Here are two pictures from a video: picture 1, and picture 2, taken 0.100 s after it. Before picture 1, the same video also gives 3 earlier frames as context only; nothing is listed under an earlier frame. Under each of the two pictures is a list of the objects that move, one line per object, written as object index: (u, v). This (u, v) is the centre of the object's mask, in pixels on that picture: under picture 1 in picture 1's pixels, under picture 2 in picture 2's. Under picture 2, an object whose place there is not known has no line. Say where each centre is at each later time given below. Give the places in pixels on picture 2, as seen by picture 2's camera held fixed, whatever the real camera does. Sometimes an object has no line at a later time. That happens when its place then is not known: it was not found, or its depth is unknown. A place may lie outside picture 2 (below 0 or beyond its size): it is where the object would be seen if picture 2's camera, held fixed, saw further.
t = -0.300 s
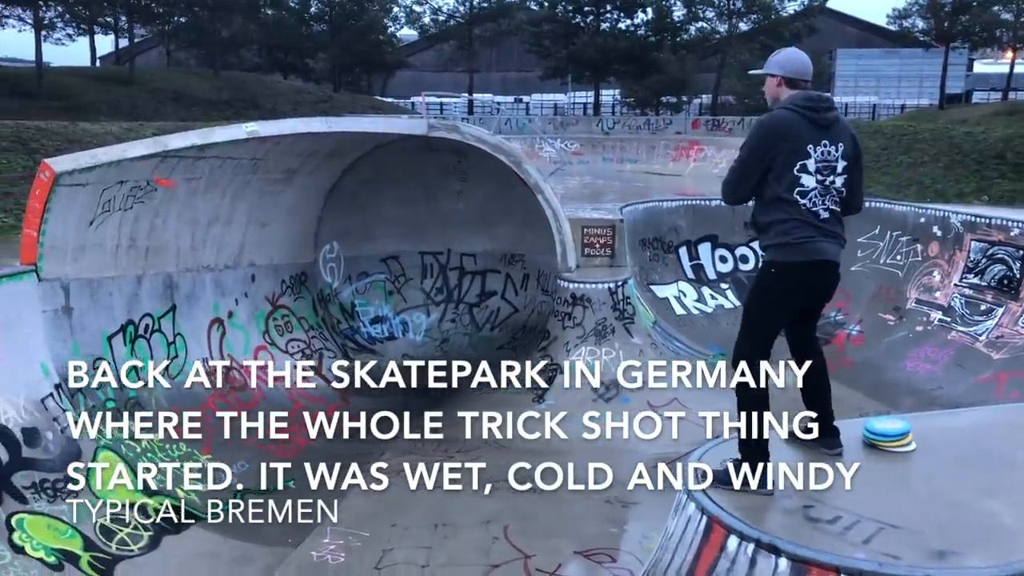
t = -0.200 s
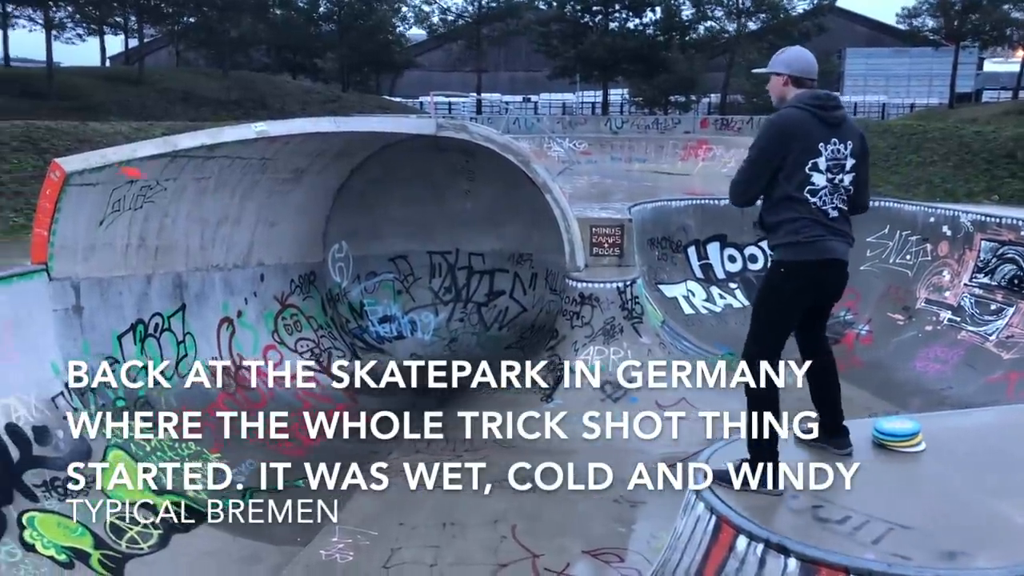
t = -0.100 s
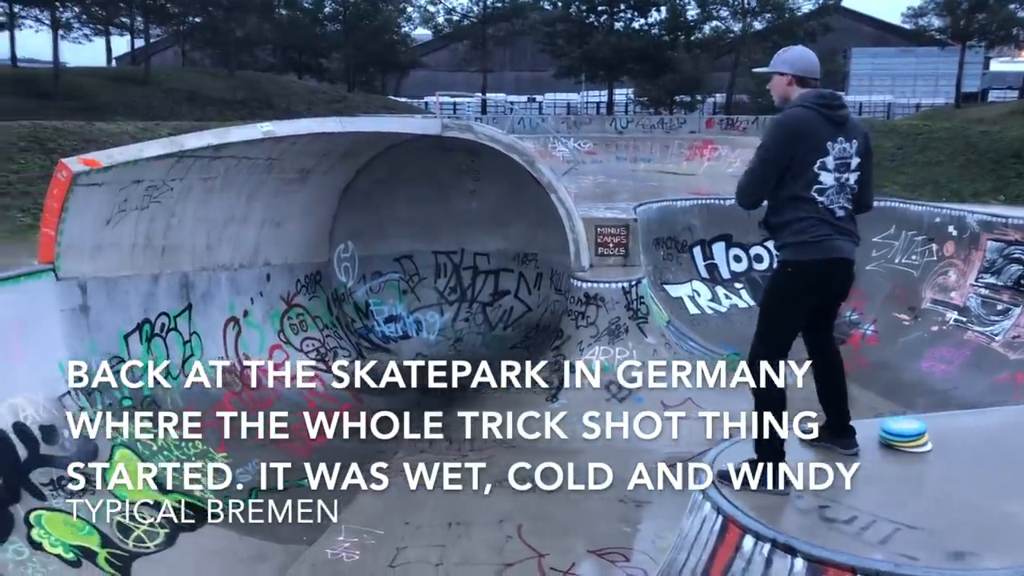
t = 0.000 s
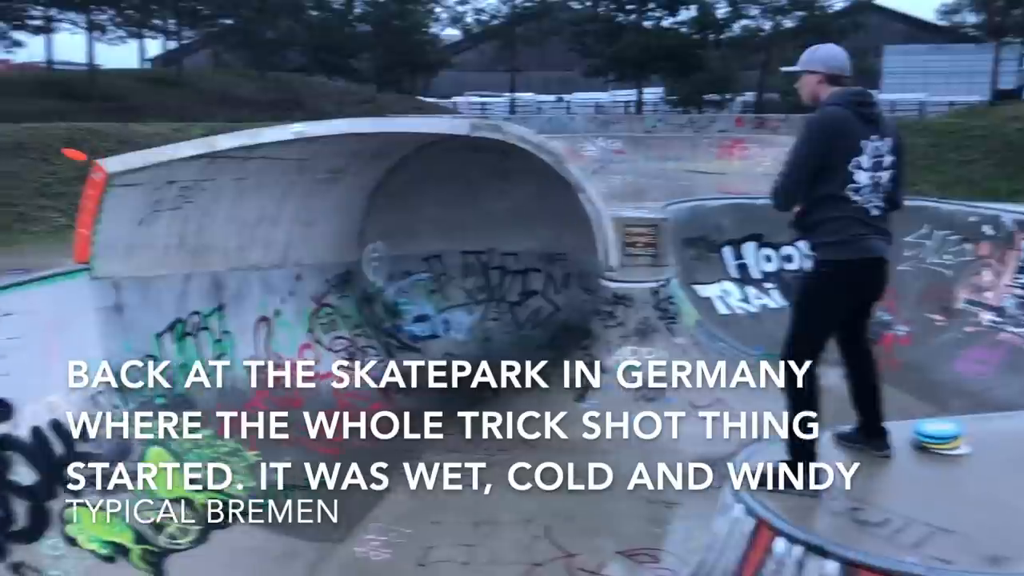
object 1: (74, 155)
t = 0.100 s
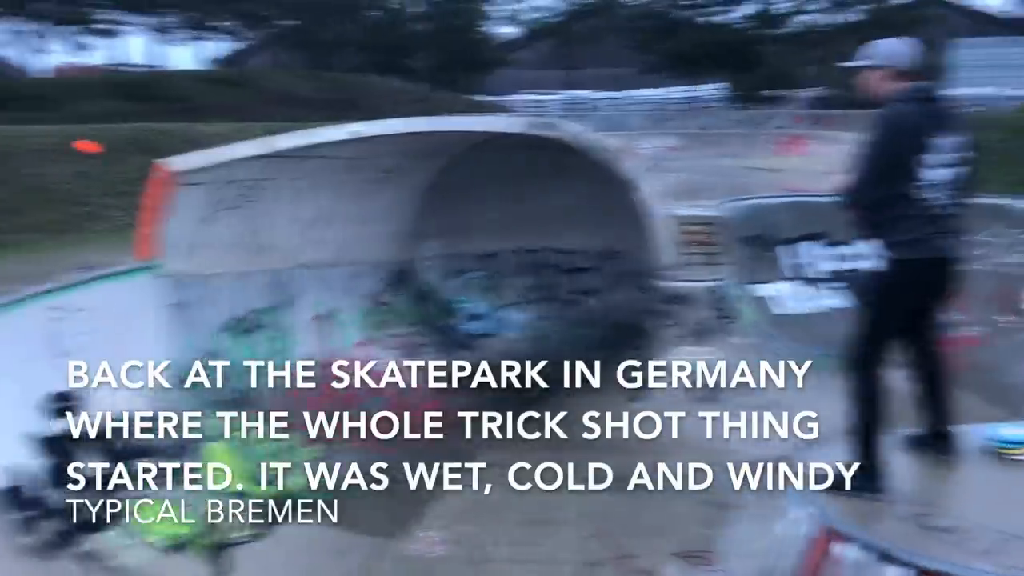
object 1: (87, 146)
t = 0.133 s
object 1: (73, 144)
